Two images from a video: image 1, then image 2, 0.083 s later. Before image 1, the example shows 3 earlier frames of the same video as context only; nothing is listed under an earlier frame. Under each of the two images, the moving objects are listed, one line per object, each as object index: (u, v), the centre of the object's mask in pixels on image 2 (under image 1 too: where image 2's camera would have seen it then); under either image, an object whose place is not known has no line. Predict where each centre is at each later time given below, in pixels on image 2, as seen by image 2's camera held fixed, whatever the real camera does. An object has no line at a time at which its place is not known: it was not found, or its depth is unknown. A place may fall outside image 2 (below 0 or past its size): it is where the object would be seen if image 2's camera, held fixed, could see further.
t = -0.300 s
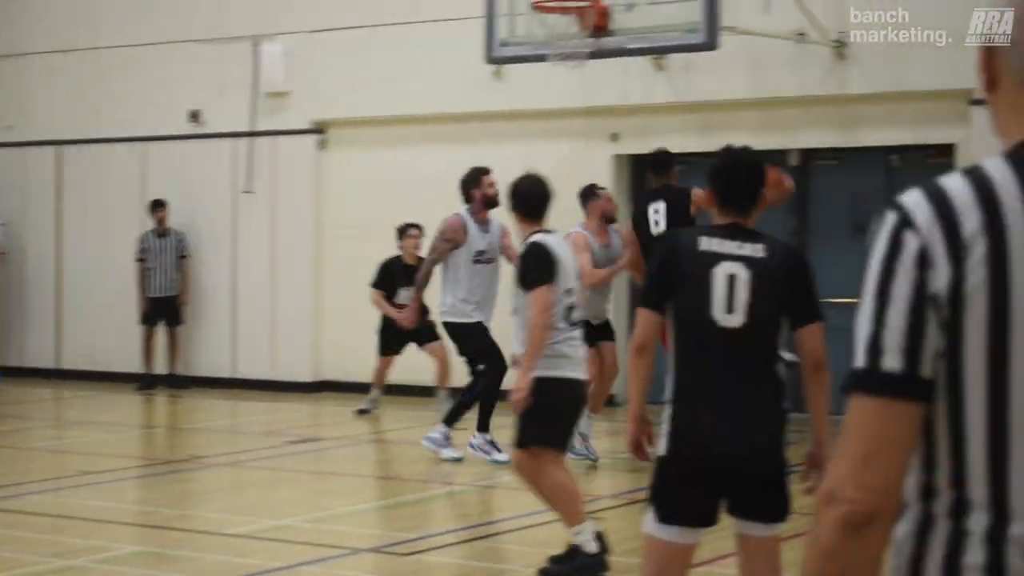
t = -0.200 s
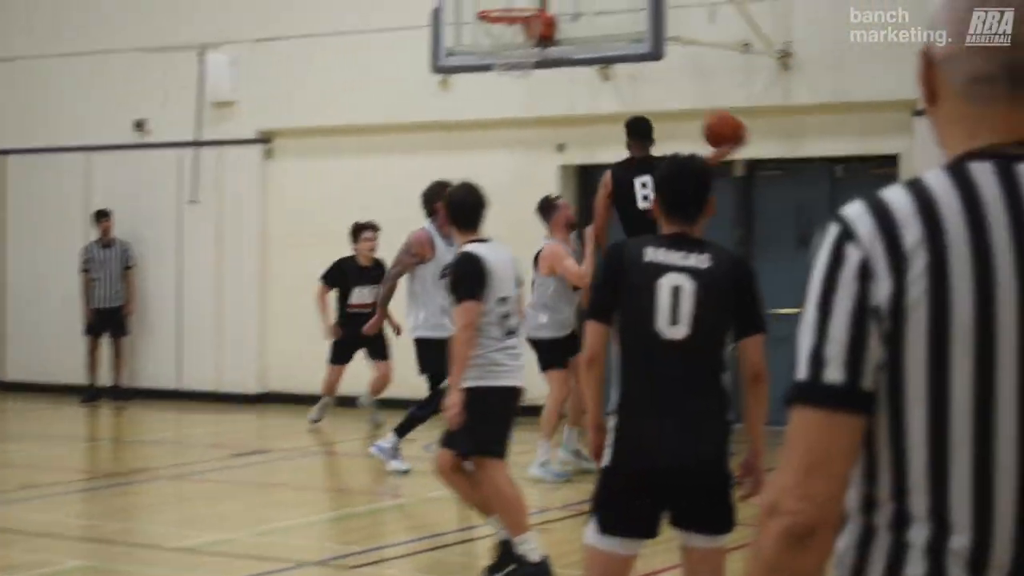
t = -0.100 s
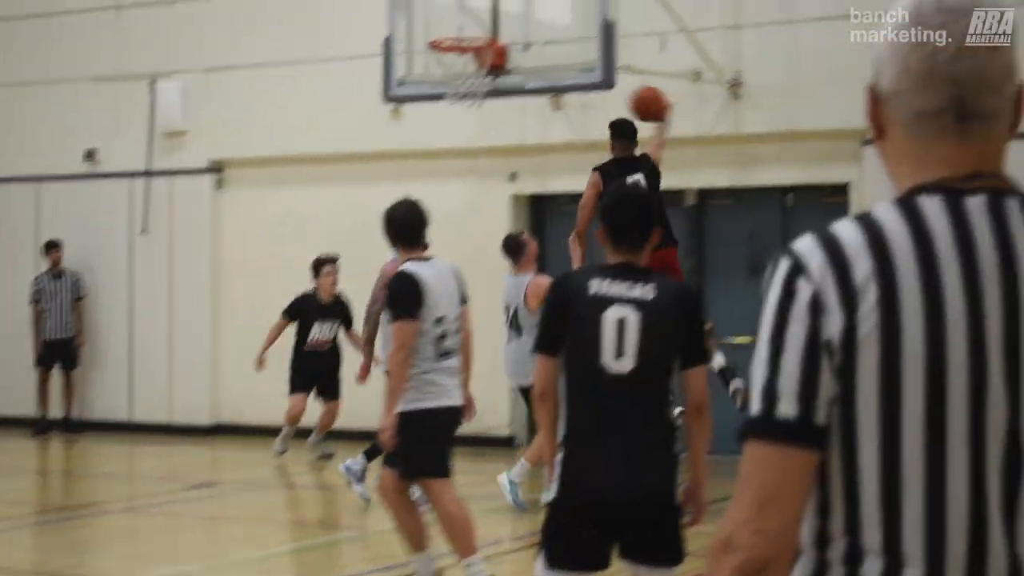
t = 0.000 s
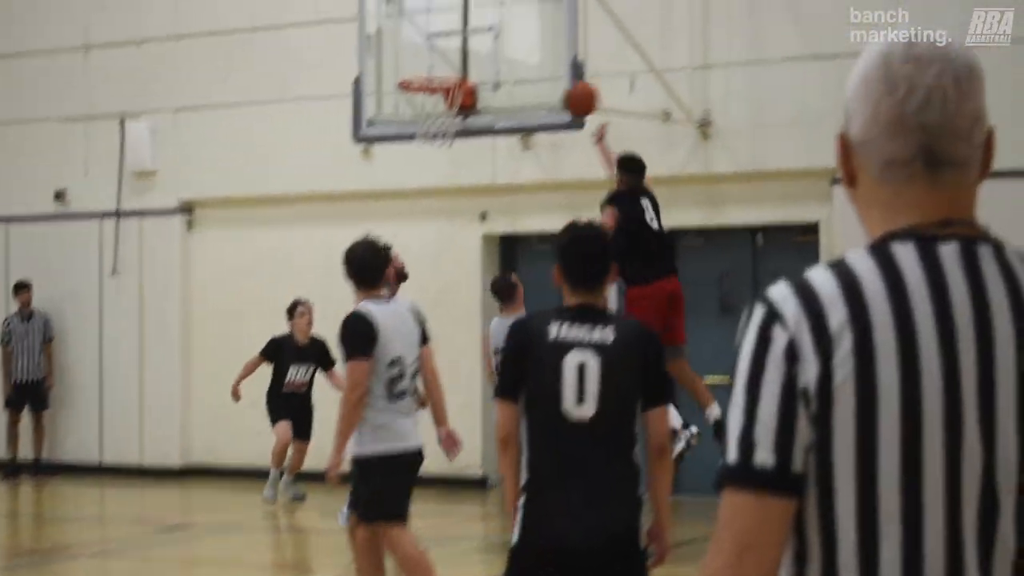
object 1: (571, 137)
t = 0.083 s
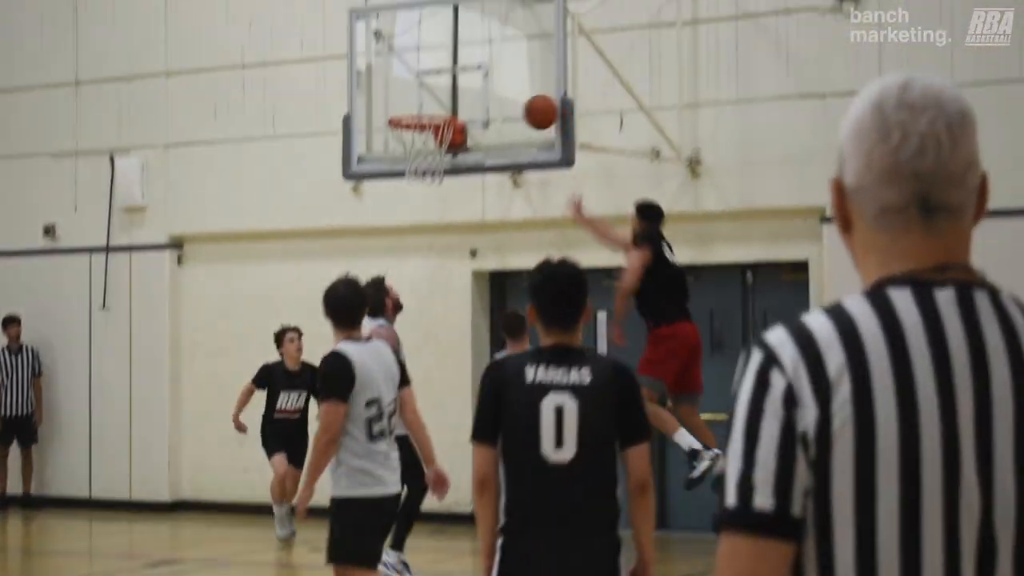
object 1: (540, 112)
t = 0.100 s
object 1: (534, 108)
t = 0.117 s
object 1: (529, 105)
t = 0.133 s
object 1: (523, 102)
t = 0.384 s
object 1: (453, 102)
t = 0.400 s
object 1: (450, 101)
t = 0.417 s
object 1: (448, 100)
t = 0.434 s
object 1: (446, 100)
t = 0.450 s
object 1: (443, 101)
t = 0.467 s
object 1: (440, 101)
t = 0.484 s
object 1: (438, 102)
